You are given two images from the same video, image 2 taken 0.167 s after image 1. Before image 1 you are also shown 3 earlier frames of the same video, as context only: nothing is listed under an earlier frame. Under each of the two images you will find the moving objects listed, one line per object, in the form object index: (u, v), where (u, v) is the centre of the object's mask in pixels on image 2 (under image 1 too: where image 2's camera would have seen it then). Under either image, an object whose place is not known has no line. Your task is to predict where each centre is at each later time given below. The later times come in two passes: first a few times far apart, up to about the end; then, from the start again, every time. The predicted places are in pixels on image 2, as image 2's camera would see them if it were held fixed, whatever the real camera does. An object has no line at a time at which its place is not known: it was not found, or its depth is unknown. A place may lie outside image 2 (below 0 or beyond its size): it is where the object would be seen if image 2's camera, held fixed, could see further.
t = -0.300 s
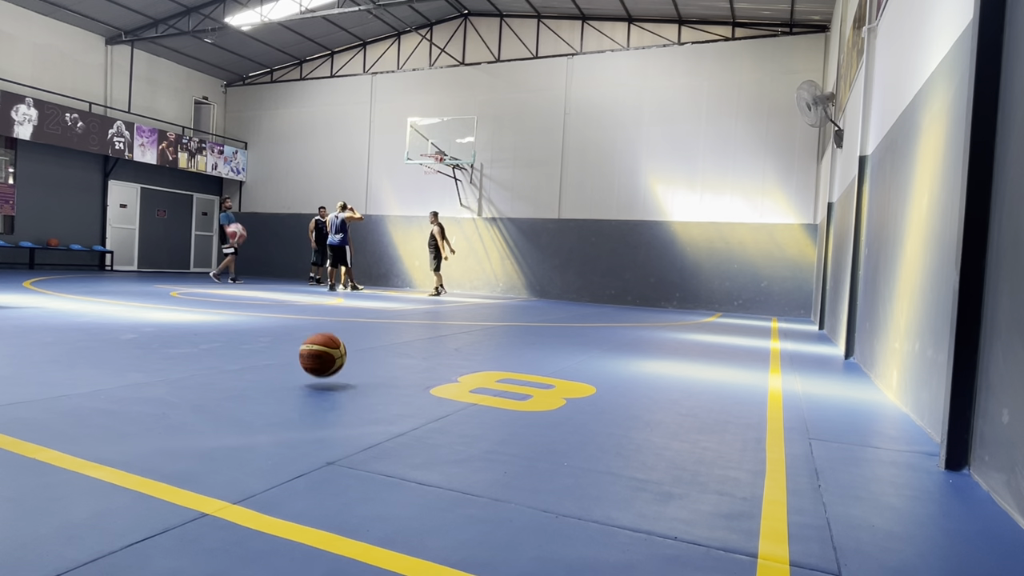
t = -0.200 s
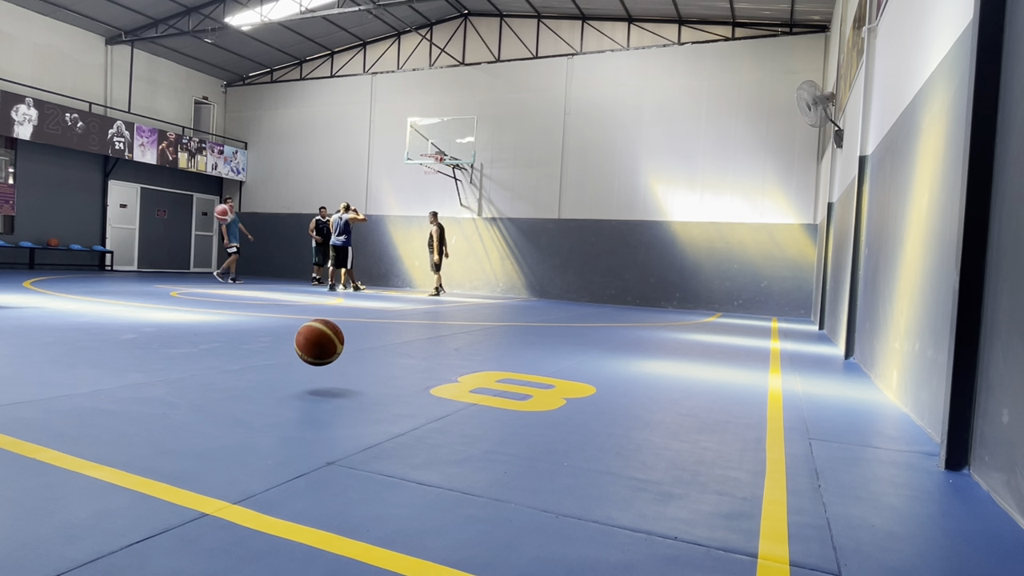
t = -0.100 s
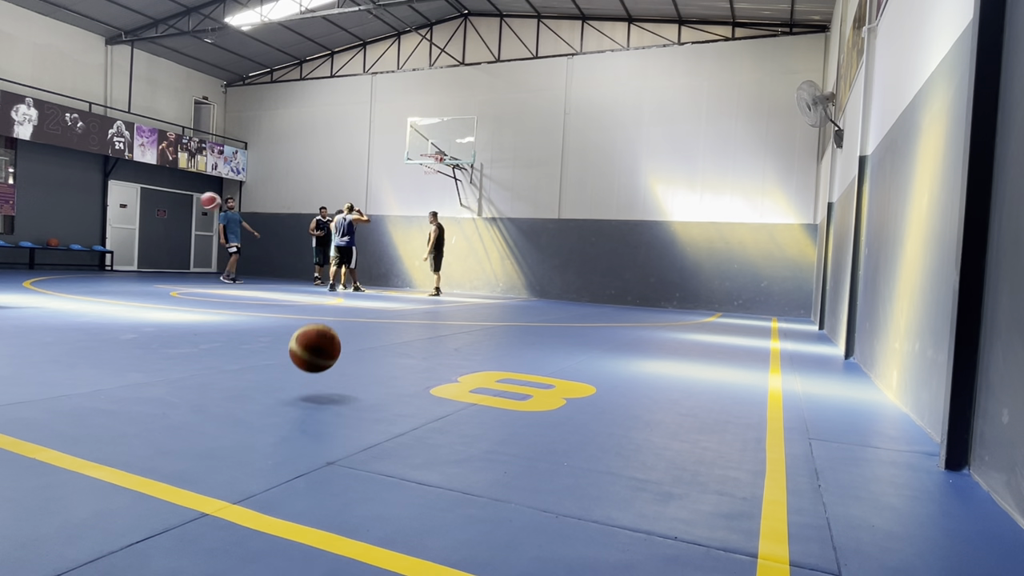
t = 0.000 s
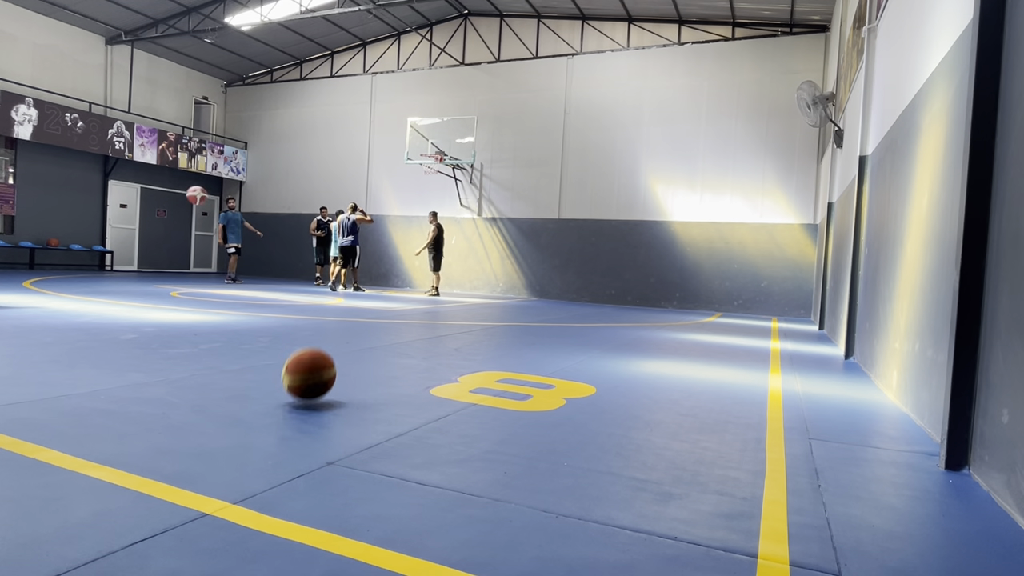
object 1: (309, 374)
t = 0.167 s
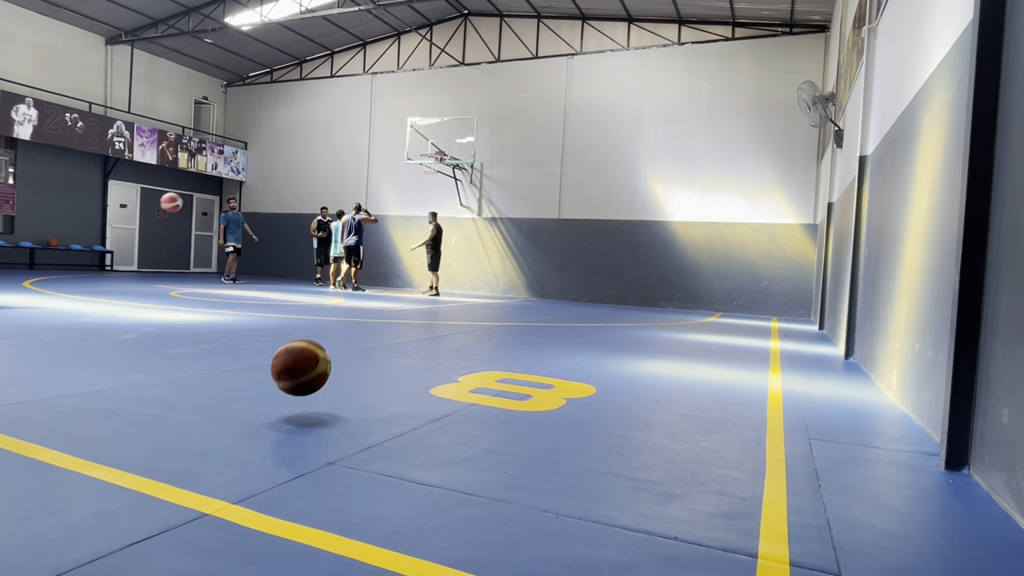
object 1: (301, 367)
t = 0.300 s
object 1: (291, 401)
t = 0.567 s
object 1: (272, 423)
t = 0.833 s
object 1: (243, 451)
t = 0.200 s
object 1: (299, 372)
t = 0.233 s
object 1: (296, 379)
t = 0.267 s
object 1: (294, 389)
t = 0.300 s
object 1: (291, 401)
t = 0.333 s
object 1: (289, 395)
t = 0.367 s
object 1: (288, 391)
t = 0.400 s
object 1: (285, 390)
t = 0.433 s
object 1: (283, 392)
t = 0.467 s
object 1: (281, 397)
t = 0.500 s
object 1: (278, 404)
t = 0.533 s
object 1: (275, 416)
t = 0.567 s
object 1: (272, 423)
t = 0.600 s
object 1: (269, 419)
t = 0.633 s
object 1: (266, 419)
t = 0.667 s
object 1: (263, 422)
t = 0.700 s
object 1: (259, 428)
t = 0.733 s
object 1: (255, 439)
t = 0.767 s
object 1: (250, 453)
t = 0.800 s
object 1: (247, 450)
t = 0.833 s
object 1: (243, 451)
